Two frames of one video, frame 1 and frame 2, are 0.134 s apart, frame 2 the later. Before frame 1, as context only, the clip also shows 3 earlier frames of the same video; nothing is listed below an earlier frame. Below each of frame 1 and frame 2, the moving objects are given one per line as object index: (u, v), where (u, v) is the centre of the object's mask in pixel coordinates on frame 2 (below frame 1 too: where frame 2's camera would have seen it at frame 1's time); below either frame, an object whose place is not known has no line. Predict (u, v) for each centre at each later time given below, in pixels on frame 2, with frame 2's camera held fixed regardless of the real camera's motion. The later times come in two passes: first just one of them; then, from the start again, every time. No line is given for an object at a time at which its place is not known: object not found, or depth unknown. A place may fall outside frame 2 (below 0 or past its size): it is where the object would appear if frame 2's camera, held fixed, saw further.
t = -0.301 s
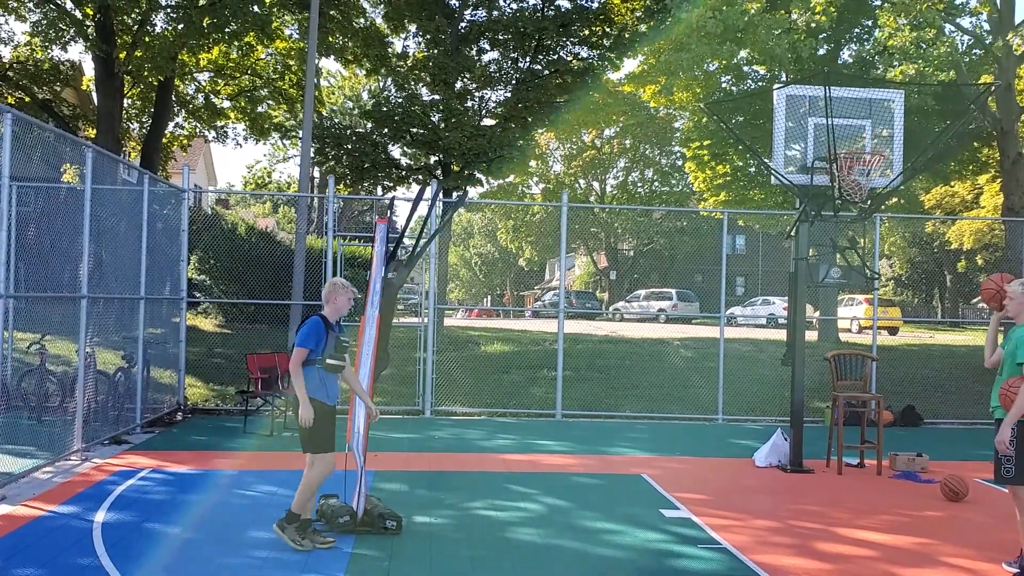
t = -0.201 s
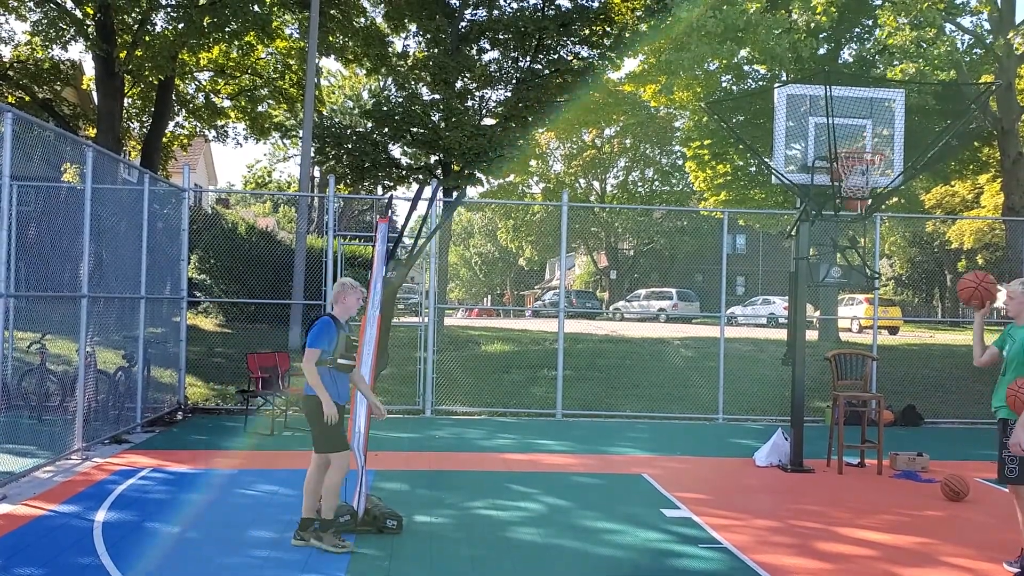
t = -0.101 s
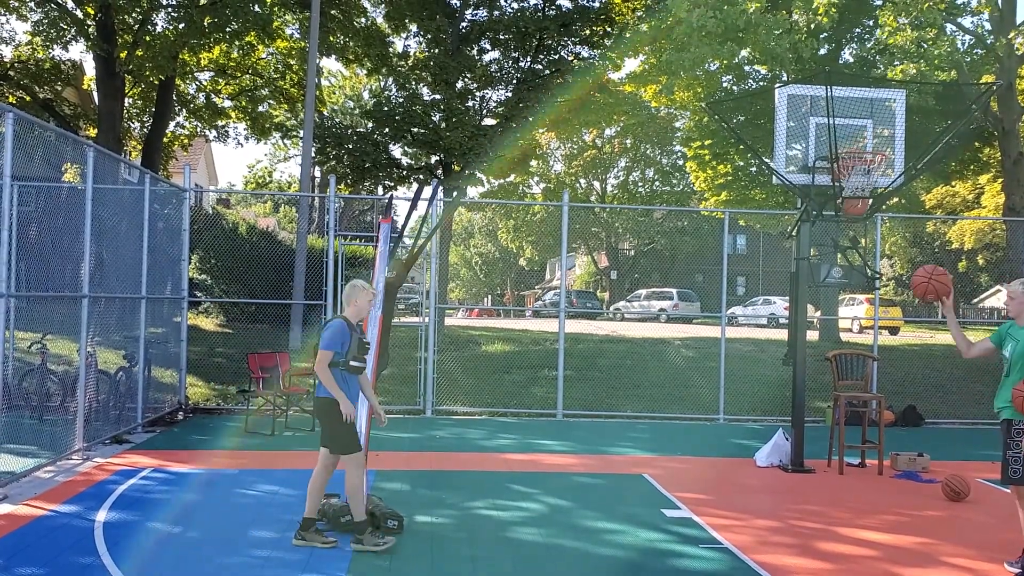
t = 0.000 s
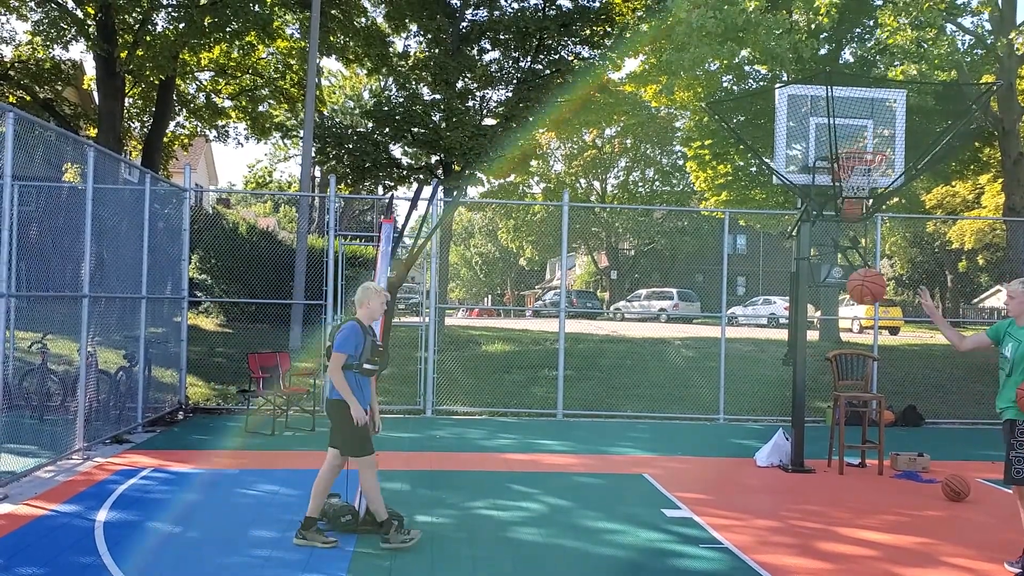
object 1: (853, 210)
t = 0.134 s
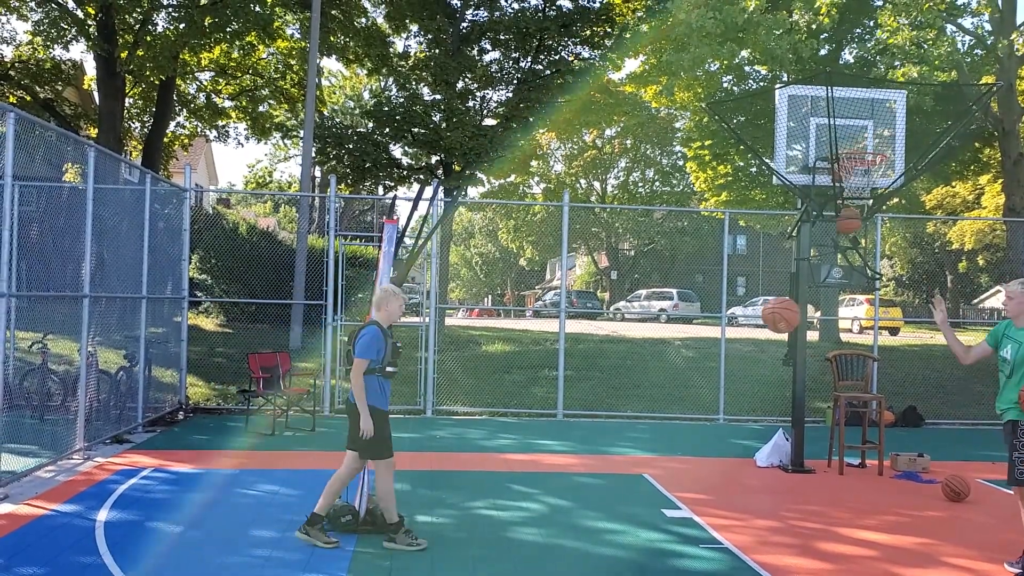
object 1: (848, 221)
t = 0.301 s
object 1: (854, 236)
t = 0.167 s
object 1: (848, 228)
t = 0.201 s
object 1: (848, 234)
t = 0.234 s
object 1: (850, 235)
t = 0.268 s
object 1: (851, 235)
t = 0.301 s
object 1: (854, 236)
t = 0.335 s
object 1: (856, 237)
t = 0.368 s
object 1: (857, 241)
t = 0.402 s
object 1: (858, 245)
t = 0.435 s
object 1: (860, 249)
